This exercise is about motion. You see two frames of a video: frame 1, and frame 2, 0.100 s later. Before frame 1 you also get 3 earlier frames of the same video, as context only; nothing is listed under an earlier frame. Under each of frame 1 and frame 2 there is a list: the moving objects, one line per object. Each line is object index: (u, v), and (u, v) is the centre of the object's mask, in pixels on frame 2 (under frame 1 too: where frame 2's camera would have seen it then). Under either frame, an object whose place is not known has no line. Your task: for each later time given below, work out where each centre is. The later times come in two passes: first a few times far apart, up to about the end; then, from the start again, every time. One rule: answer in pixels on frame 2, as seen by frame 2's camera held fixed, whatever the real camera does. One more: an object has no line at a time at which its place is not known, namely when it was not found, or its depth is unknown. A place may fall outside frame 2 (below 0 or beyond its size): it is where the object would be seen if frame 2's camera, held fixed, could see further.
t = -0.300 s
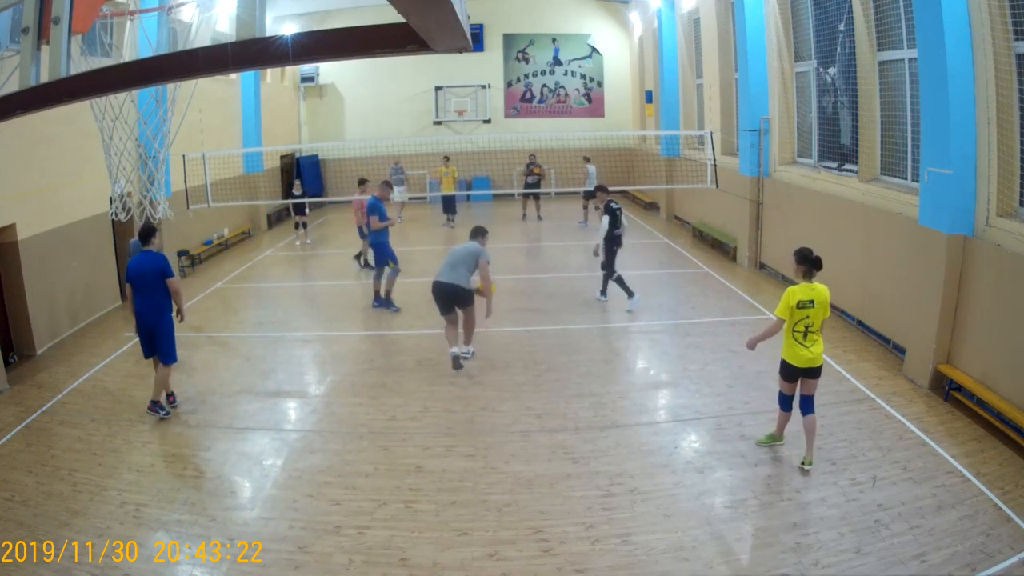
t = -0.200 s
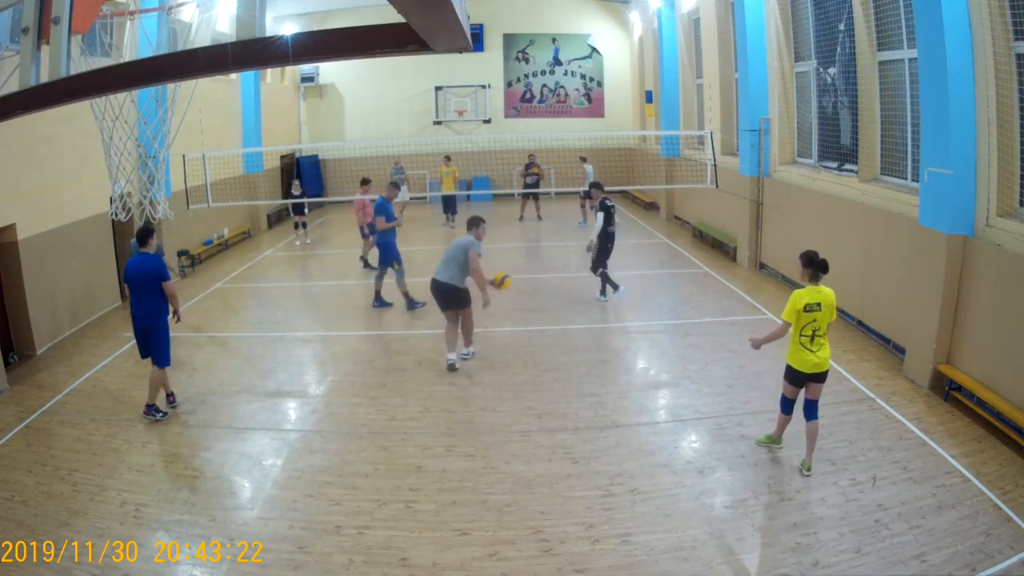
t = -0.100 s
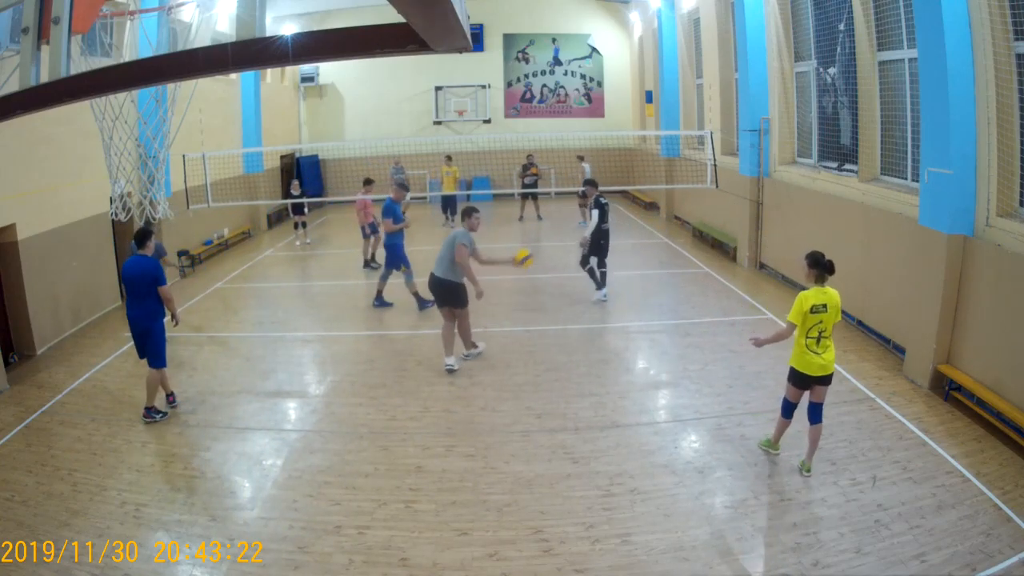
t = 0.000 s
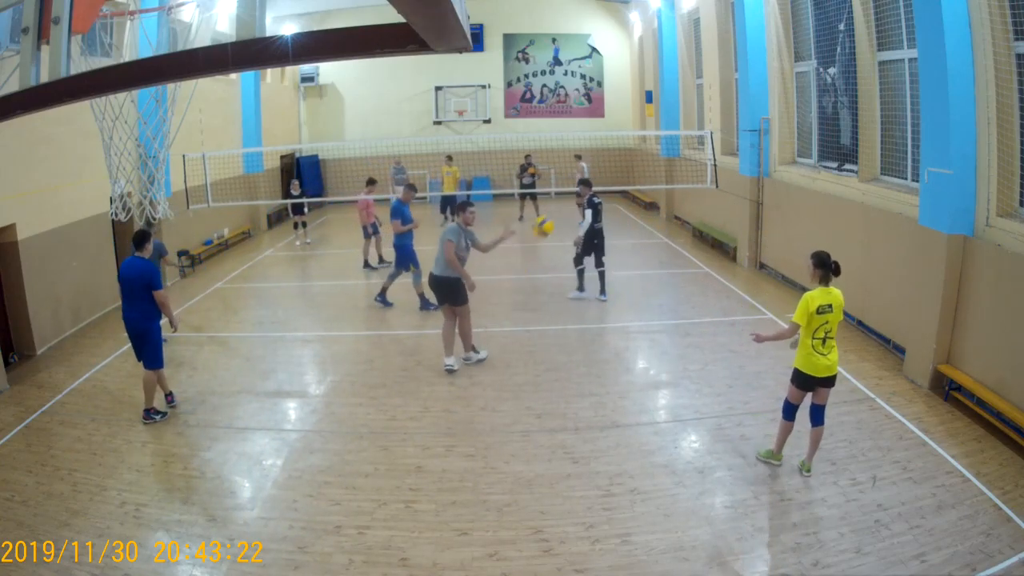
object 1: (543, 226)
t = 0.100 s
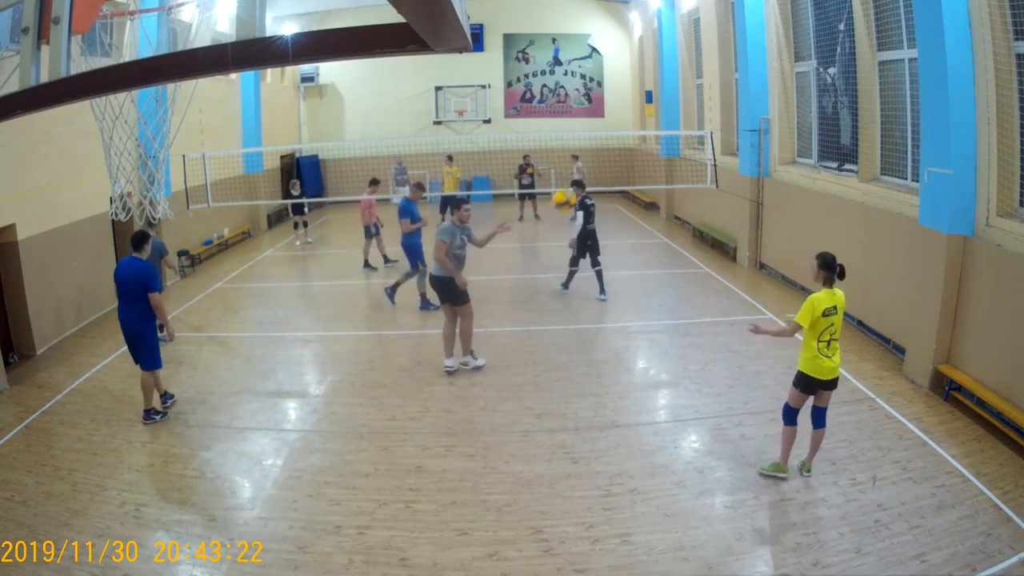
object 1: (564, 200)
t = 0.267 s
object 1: (608, 173)
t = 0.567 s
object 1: (709, 212)
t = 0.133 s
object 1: (572, 192)
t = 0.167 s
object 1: (579, 185)
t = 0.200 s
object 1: (588, 180)
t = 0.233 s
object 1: (597, 176)
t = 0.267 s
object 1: (608, 173)
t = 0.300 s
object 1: (617, 171)
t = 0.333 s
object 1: (626, 171)
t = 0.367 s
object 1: (637, 171)
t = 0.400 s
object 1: (648, 174)
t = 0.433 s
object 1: (660, 177)
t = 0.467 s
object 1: (672, 183)
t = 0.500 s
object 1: (683, 191)
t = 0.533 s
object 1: (697, 201)
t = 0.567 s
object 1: (709, 212)
